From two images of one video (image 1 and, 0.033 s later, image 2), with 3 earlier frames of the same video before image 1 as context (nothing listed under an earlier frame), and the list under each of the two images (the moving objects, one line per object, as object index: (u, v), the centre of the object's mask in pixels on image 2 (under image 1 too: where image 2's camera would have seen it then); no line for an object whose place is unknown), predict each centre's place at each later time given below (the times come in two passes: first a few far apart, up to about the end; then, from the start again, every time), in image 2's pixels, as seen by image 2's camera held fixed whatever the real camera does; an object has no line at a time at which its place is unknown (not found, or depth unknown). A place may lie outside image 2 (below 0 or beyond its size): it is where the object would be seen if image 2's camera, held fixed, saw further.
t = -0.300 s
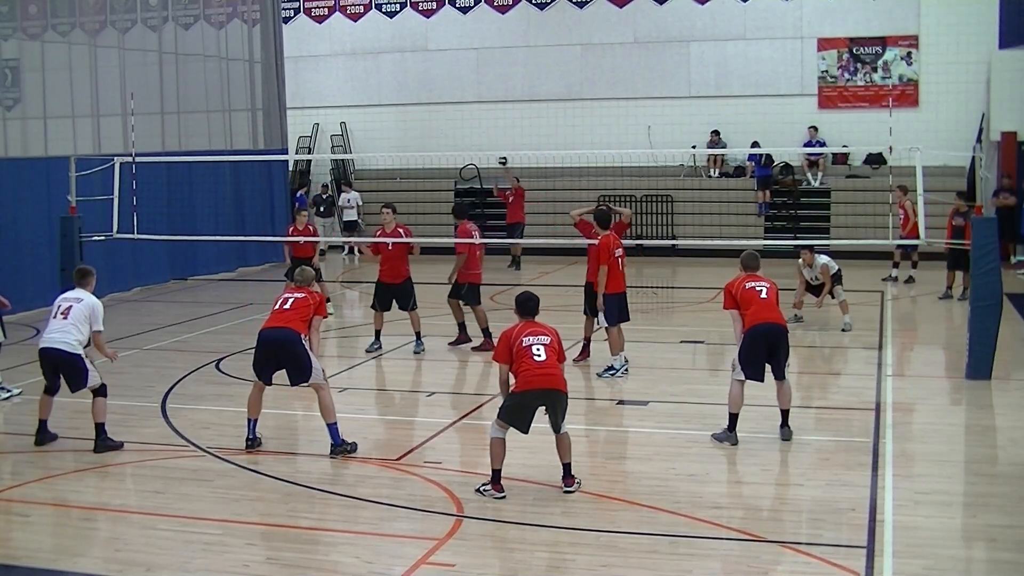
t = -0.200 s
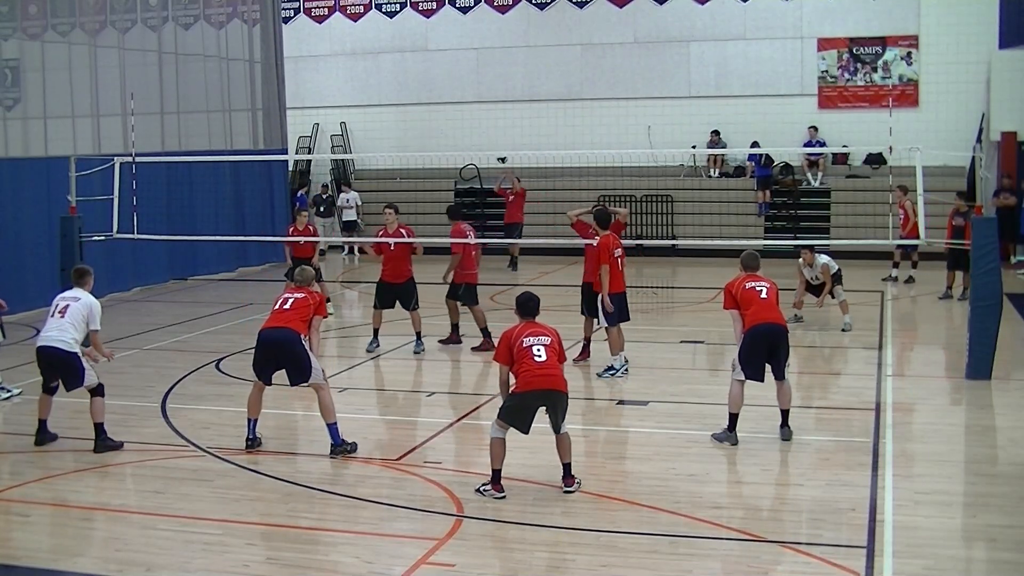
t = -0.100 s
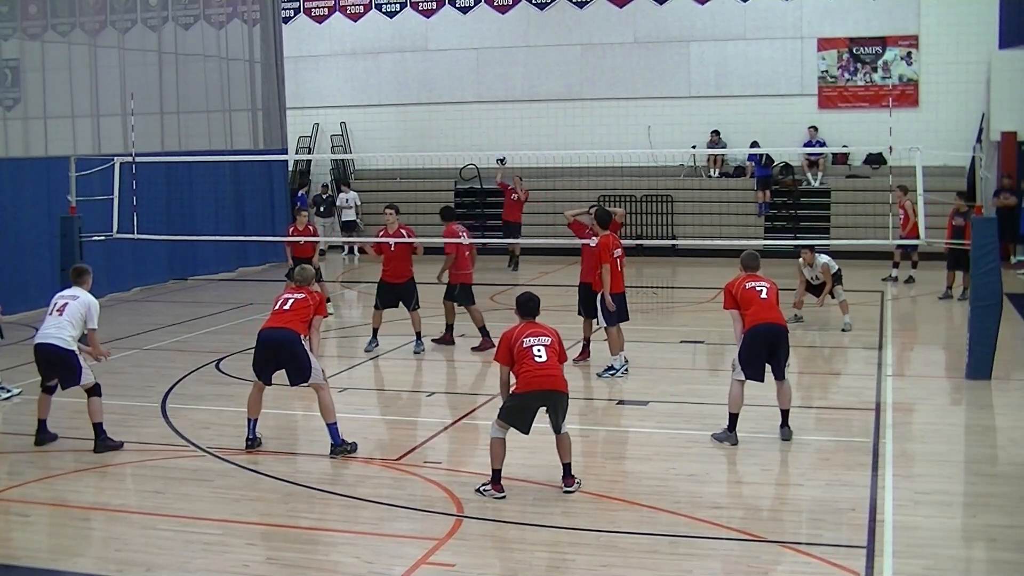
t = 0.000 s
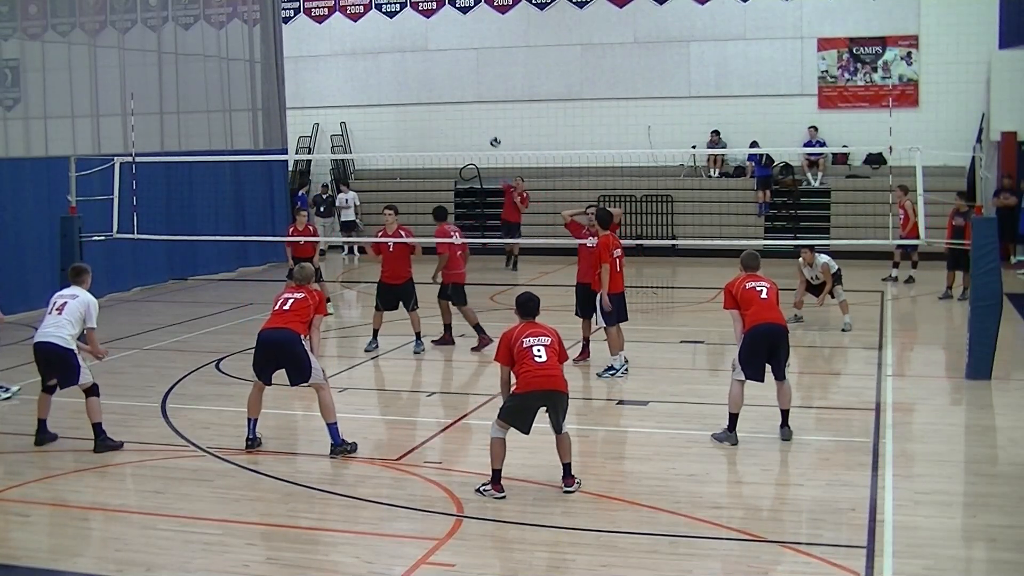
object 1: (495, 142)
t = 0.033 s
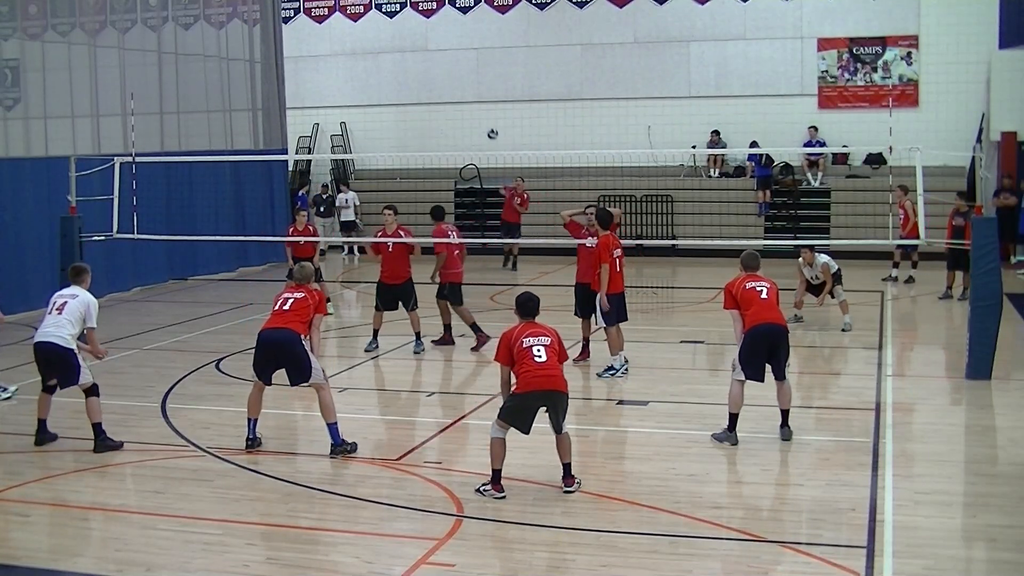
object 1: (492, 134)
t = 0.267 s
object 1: (467, 87)
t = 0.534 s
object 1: (427, 56)
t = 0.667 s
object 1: (403, 56)
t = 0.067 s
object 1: (490, 126)
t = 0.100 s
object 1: (486, 119)
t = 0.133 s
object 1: (483, 112)
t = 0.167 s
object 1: (480, 105)
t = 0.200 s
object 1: (475, 98)
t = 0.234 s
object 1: (471, 93)
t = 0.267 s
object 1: (467, 87)
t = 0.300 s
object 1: (463, 82)
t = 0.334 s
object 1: (459, 77)
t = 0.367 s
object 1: (454, 72)
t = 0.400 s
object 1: (449, 68)
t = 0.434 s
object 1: (444, 64)
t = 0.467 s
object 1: (439, 61)
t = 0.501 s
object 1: (433, 58)
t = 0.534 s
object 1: (427, 56)
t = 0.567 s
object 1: (422, 55)
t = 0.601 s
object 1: (415, 55)
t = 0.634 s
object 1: (409, 55)
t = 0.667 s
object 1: (403, 56)
